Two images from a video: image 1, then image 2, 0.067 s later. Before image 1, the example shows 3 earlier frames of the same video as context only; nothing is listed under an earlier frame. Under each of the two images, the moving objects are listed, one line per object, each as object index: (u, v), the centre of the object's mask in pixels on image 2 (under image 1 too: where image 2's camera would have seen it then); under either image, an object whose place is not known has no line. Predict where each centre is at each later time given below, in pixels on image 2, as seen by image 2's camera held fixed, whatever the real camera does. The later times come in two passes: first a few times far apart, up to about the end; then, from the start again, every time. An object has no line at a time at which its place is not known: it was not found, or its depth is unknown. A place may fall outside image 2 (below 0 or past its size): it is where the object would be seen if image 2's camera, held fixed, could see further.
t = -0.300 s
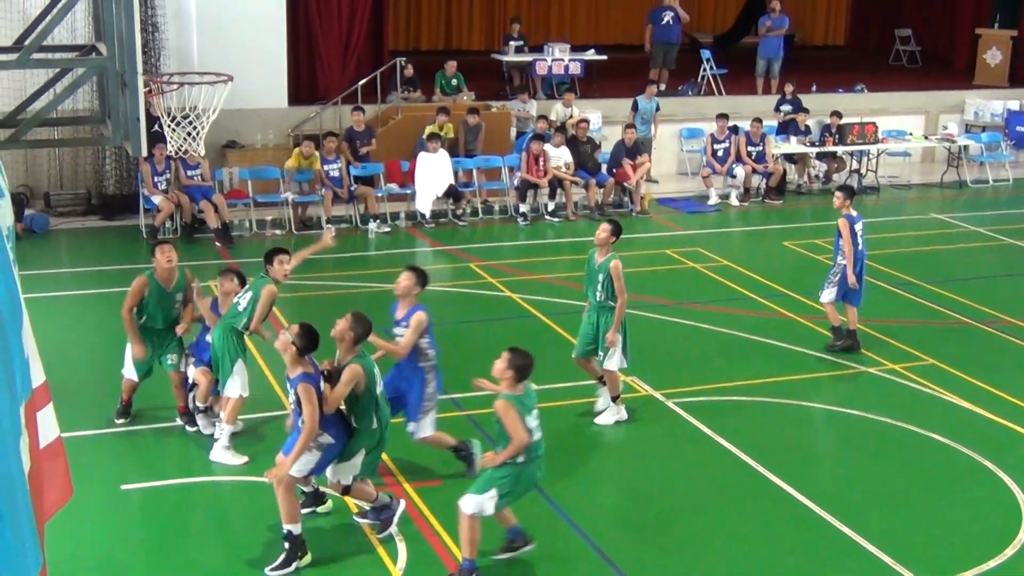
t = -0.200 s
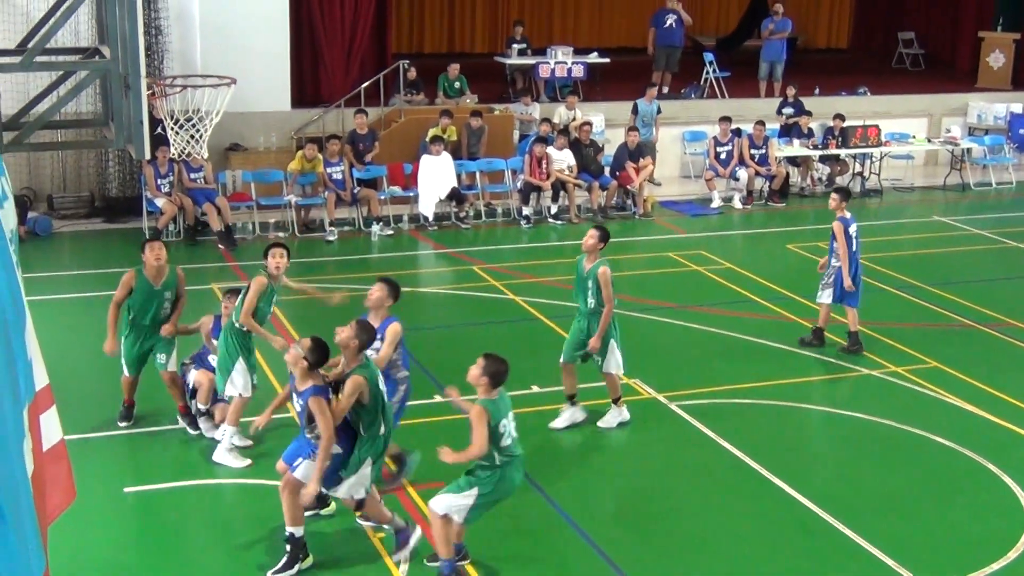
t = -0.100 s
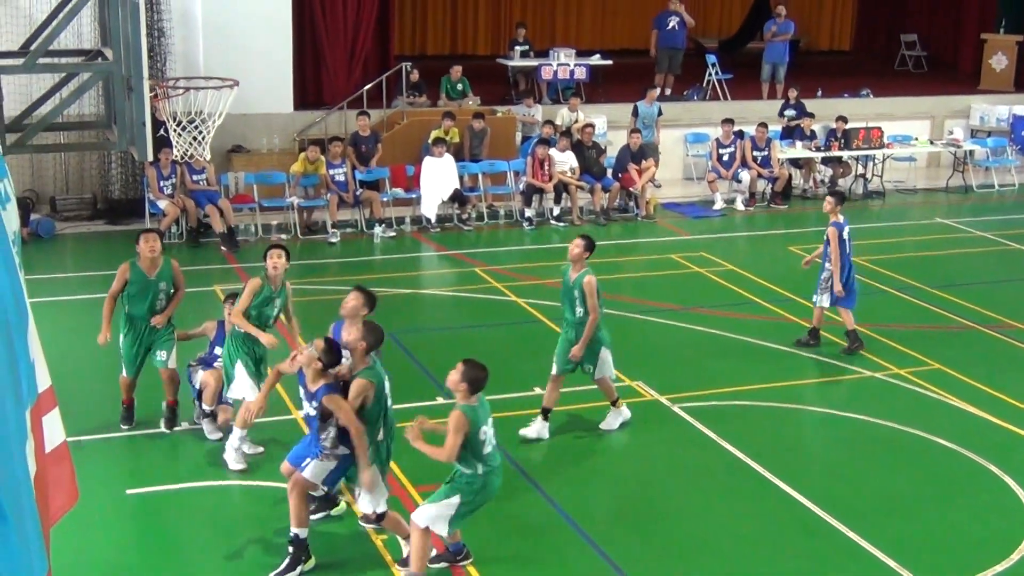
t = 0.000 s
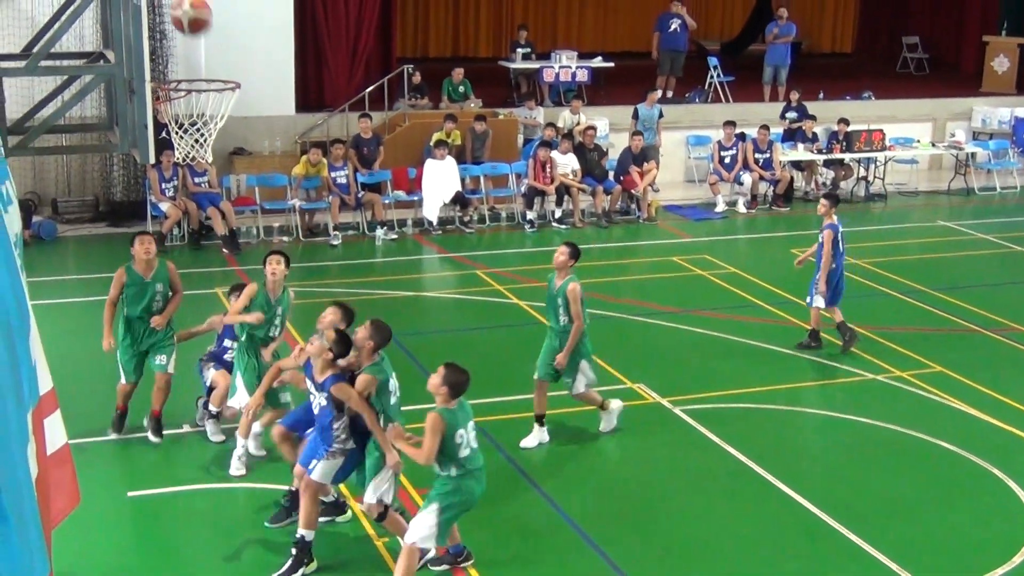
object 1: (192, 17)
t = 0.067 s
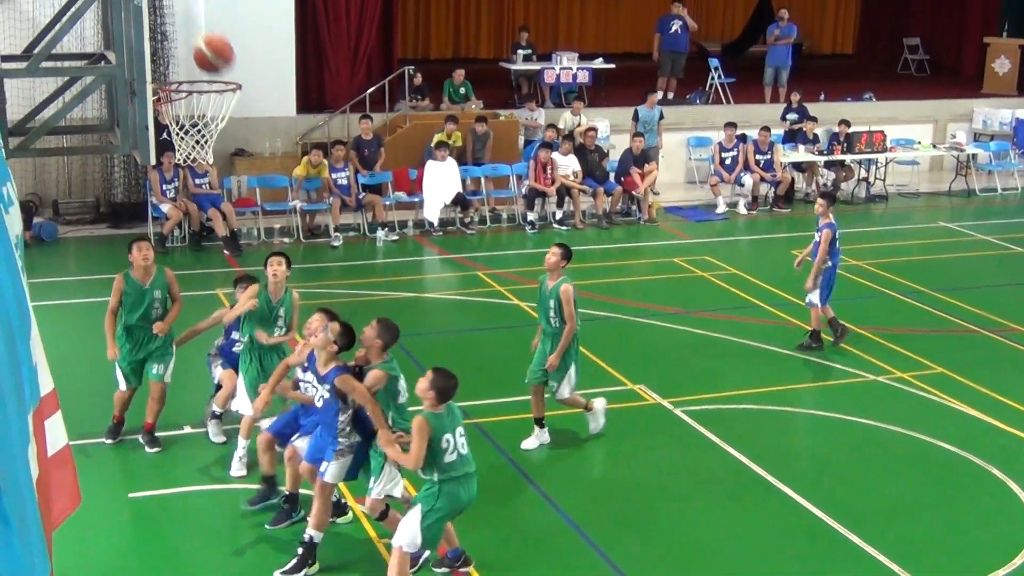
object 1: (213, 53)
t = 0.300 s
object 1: (191, 73)
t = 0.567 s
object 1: (189, 78)
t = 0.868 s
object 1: (221, 166)
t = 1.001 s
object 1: (239, 233)
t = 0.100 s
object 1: (224, 74)
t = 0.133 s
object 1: (213, 74)
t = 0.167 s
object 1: (202, 73)
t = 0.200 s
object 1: (191, 74)
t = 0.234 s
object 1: (179, 75)
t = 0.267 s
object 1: (183, 74)
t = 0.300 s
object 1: (191, 73)
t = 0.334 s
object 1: (202, 72)
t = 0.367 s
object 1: (211, 73)
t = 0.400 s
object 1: (221, 76)
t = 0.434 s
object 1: (217, 74)
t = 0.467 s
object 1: (210, 72)
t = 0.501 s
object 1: (203, 72)
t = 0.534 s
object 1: (196, 74)
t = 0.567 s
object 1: (189, 78)
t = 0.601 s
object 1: (182, 78)
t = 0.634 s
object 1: (182, 88)
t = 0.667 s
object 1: (191, 92)
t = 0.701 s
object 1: (193, 105)
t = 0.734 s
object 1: (198, 114)
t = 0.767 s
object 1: (206, 125)
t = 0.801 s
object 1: (214, 137)
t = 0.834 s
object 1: (217, 151)
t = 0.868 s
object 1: (221, 166)
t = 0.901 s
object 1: (225, 179)
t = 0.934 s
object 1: (229, 195)
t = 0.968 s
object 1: (235, 212)
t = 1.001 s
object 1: (239, 233)
